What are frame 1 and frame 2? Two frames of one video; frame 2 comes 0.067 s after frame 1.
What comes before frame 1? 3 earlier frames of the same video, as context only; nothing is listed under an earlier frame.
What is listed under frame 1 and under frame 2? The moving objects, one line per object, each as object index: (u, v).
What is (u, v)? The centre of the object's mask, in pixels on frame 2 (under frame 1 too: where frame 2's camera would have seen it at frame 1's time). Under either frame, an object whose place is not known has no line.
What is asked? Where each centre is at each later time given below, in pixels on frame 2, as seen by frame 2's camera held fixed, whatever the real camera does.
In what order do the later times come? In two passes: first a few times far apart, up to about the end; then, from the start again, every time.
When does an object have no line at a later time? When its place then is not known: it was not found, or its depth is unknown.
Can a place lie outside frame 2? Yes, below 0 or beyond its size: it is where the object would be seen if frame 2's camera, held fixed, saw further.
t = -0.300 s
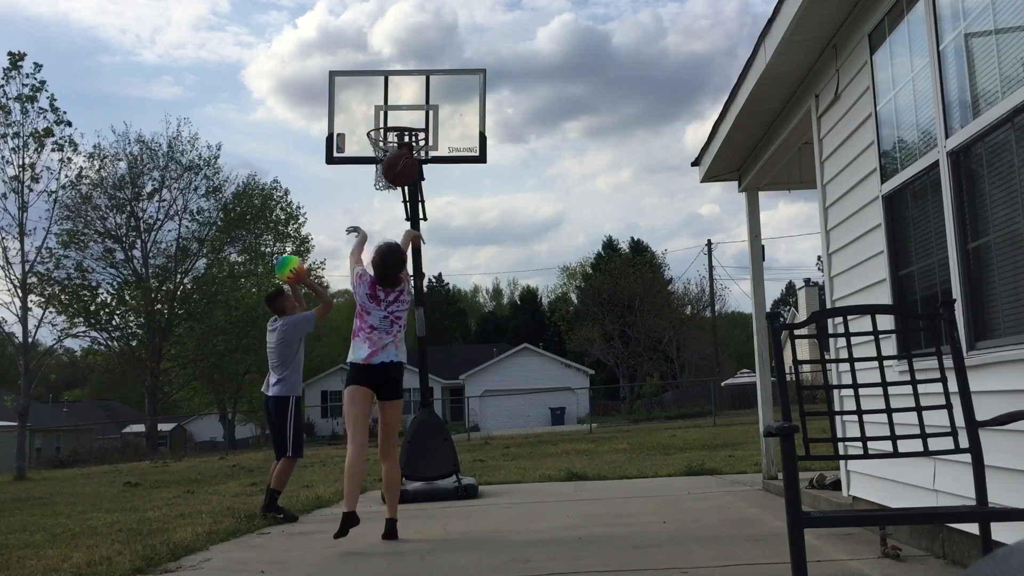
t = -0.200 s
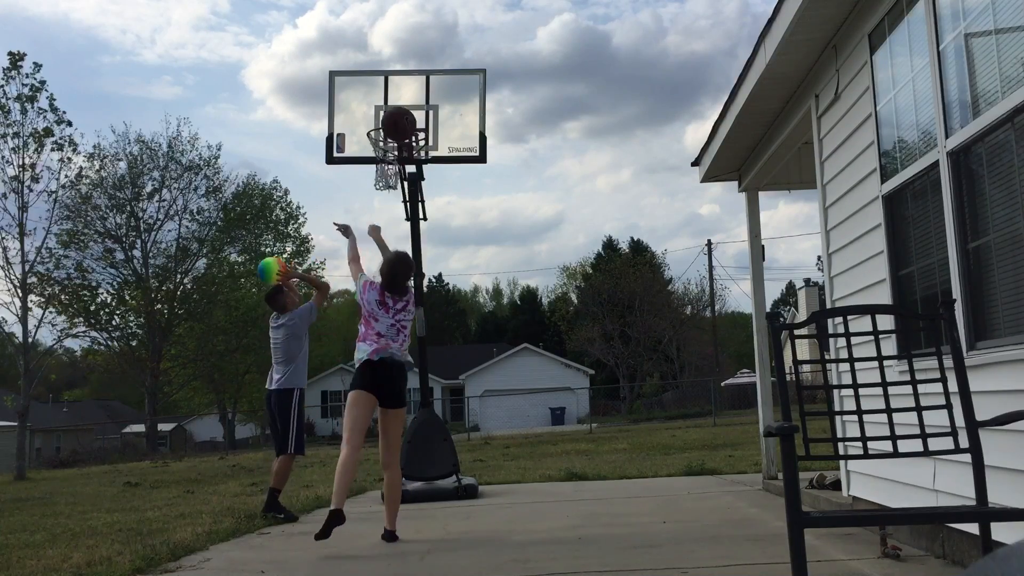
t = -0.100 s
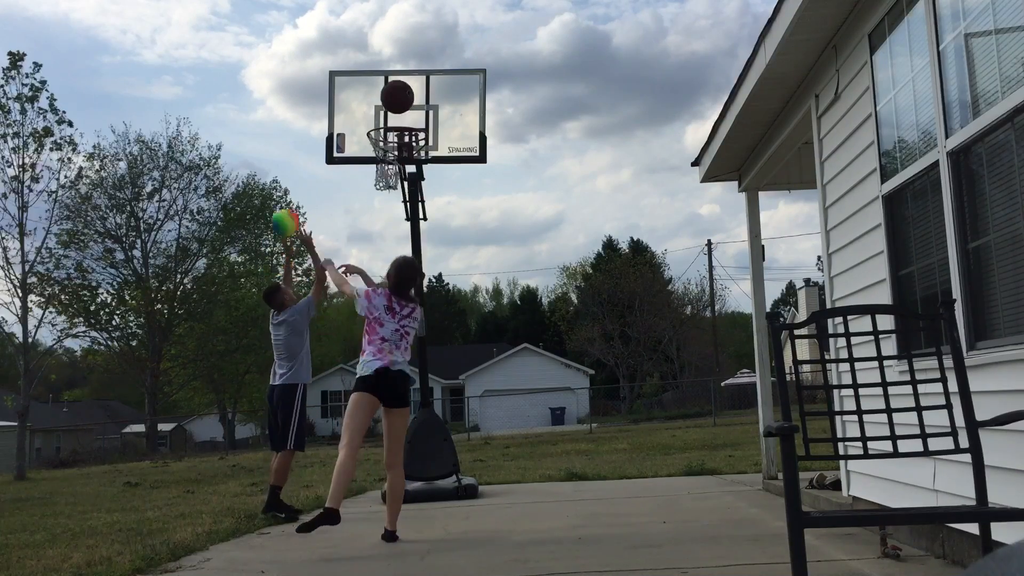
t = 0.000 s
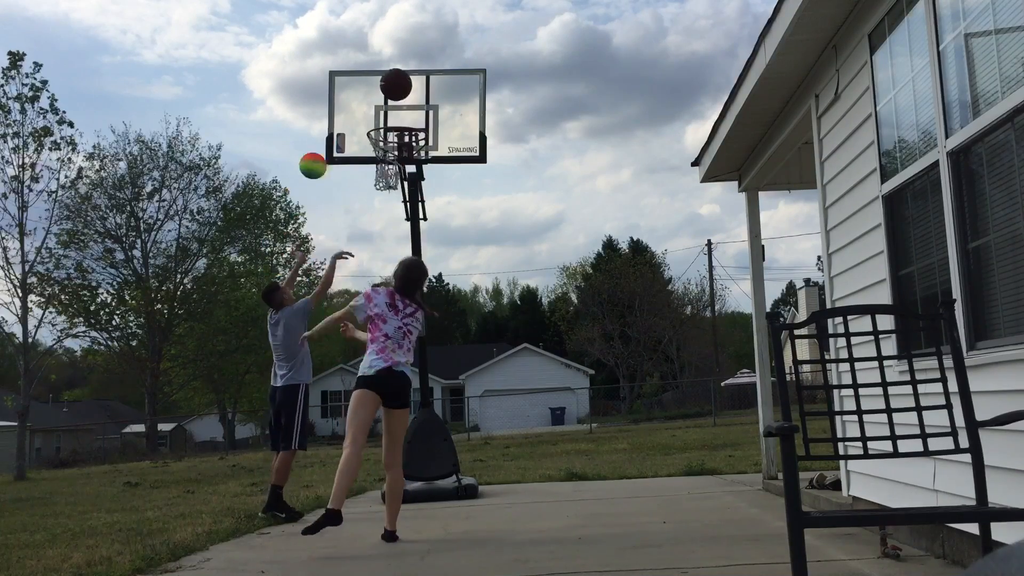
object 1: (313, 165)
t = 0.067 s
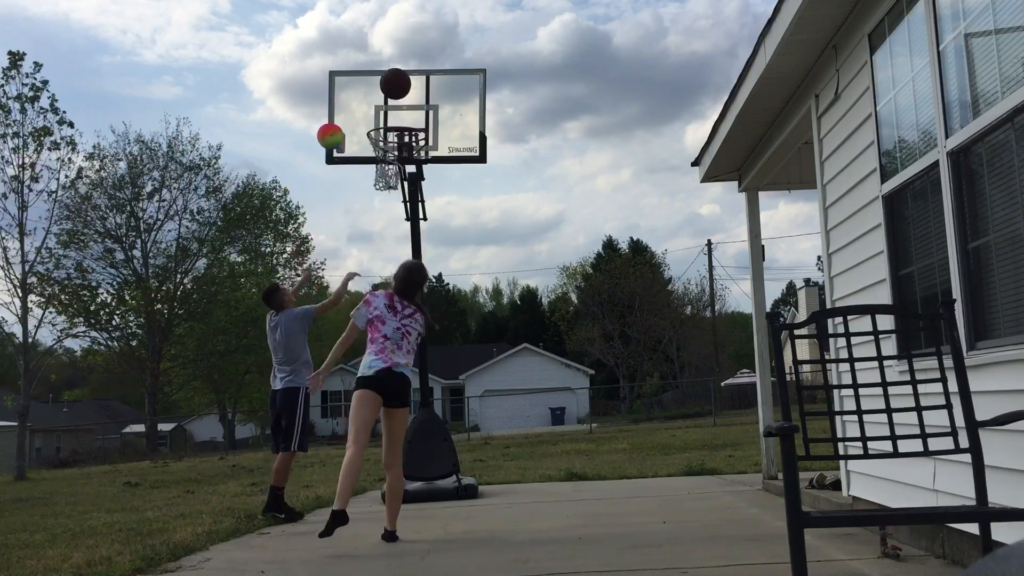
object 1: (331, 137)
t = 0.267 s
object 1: (379, 84)
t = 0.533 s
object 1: (415, 76)
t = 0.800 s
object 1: (441, 145)
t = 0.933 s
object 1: (455, 215)
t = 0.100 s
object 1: (339, 124)
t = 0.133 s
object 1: (347, 113)
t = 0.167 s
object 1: (355, 104)
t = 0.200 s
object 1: (363, 96)
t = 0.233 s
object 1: (371, 89)
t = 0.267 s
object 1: (379, 84)
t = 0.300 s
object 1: (387, 80)
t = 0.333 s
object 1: (394, 77)
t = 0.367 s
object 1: (400, 76)
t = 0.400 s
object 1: (403, 74)
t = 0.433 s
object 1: (406, 72)
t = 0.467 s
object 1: (409, 72)
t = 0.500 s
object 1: (412, 74)
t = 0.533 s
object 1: (415, 76)
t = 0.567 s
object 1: (418, 80)
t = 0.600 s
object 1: (422, 85)
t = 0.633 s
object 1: (425, 91)
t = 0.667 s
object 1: (428, 99)
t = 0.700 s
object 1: (431, 108)
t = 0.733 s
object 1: (434, 118)
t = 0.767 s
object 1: (438, 131)
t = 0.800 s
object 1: (441, 145)
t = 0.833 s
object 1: (445, 160)
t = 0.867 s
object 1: (448, 177)
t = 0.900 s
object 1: (452, 195)
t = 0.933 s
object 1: (455, 215)
